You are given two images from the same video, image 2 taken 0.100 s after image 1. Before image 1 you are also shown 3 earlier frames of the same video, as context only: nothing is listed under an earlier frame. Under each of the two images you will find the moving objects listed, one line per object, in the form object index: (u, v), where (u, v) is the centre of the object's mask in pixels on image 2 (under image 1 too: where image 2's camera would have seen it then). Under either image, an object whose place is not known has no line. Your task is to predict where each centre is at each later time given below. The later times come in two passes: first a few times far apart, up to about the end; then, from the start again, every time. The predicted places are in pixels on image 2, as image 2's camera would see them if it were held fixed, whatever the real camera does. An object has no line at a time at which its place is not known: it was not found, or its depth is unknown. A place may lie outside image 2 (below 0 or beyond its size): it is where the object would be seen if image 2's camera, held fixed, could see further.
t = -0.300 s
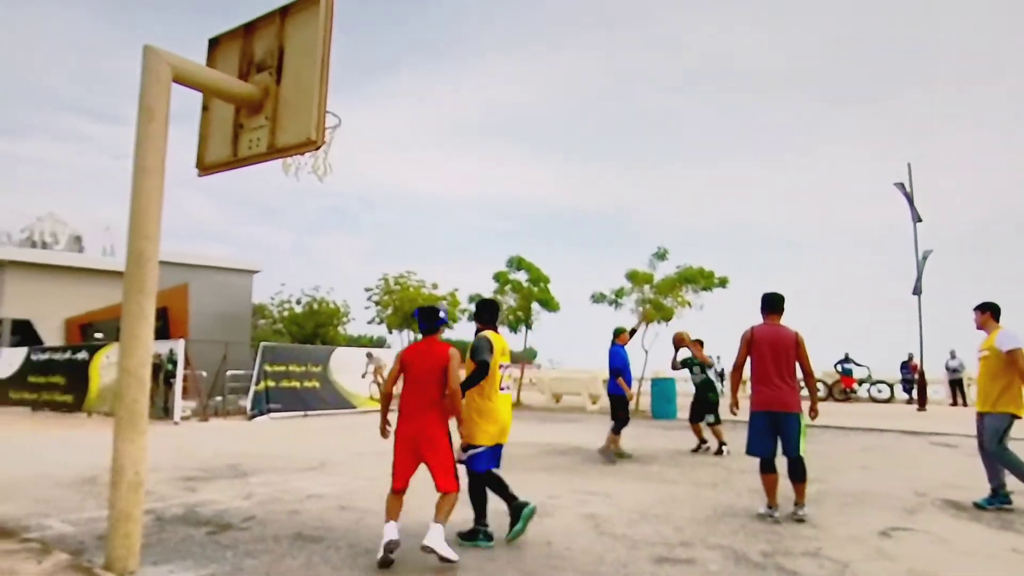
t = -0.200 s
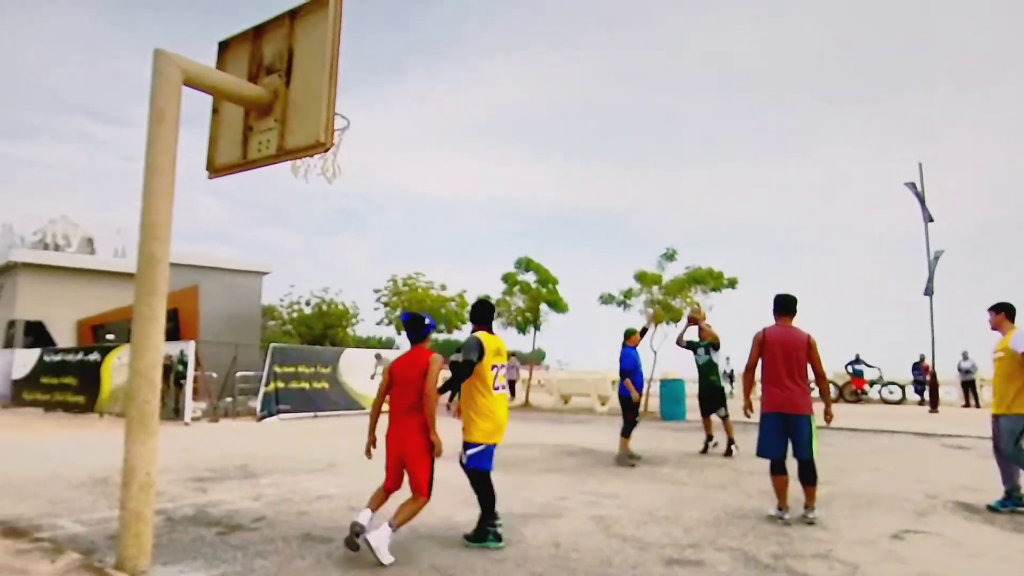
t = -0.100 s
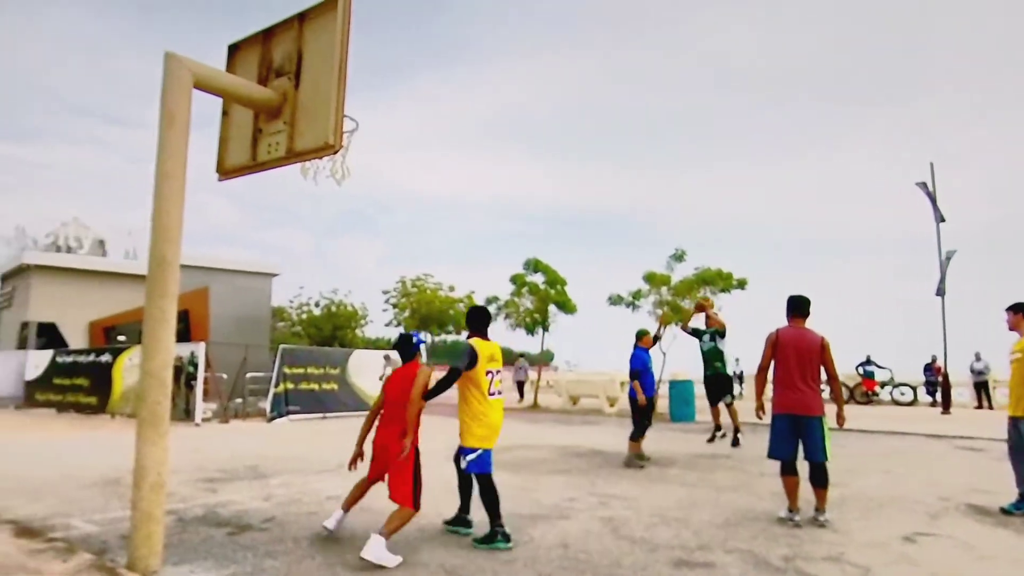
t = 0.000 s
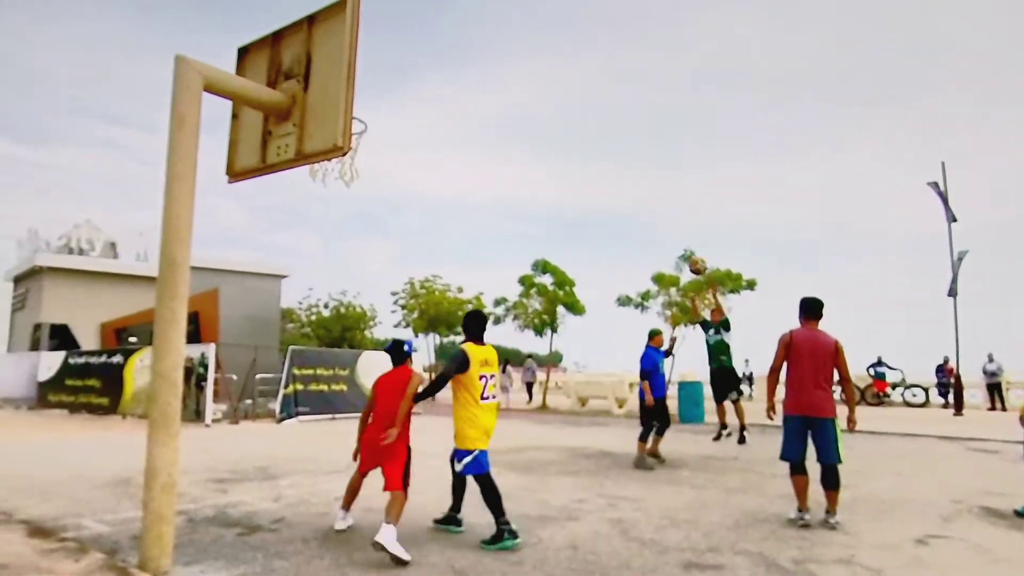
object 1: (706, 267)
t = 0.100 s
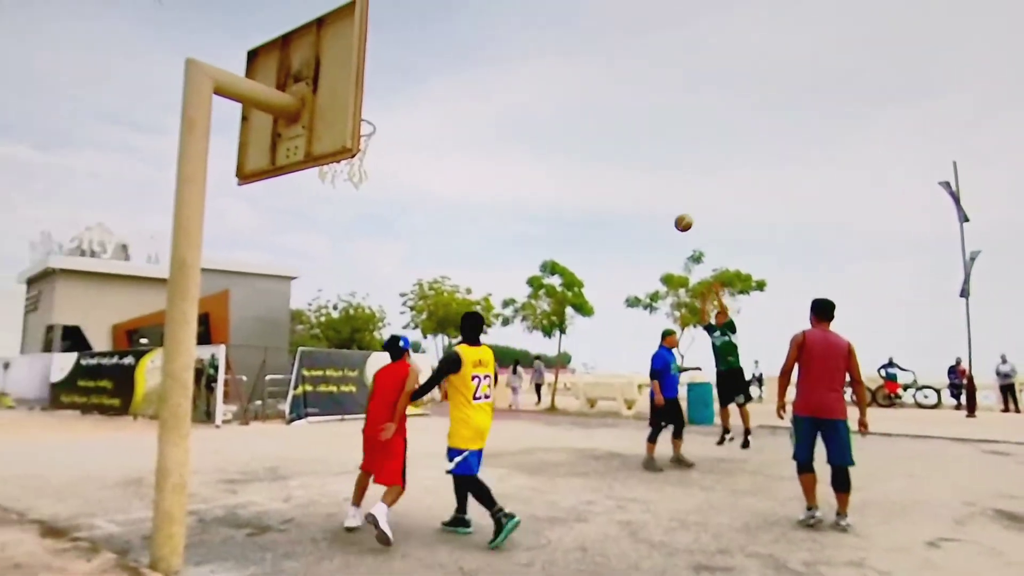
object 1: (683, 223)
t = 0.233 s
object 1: (651, 171)
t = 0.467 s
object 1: (588, 101)
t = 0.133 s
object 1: (676, 209)
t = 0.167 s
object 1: (668, 195)
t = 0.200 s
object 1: (659, 183)
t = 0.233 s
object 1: (651, 171)
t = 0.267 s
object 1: (643, 159)
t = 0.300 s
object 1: (634, 147)
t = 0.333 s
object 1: (625, 137)
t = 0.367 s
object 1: (616, 127)
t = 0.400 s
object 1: (607, 118)
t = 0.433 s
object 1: (597, 109)
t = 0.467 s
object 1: (588, 101)
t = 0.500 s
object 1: (577, 94)
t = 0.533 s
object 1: (566, 87)
